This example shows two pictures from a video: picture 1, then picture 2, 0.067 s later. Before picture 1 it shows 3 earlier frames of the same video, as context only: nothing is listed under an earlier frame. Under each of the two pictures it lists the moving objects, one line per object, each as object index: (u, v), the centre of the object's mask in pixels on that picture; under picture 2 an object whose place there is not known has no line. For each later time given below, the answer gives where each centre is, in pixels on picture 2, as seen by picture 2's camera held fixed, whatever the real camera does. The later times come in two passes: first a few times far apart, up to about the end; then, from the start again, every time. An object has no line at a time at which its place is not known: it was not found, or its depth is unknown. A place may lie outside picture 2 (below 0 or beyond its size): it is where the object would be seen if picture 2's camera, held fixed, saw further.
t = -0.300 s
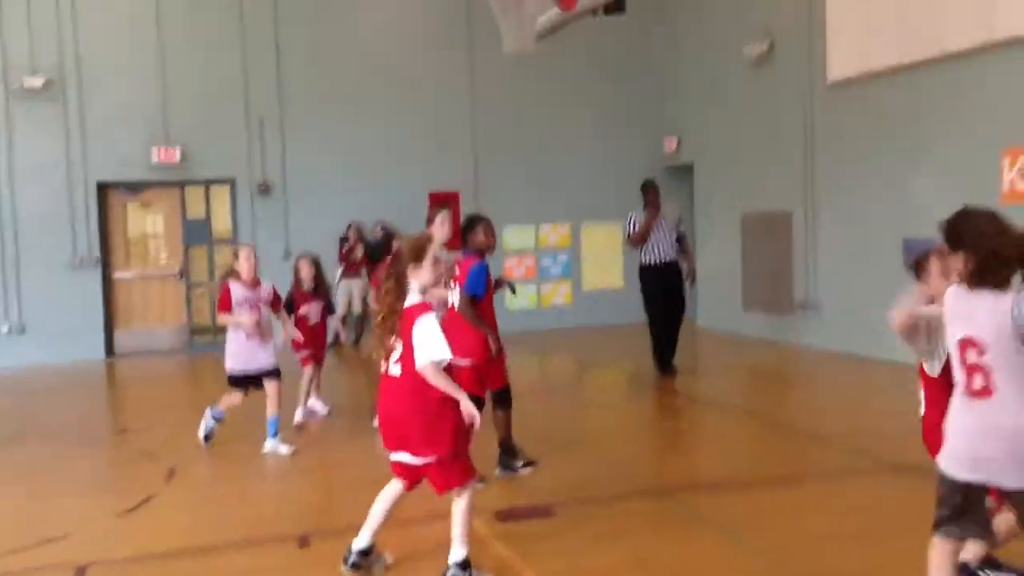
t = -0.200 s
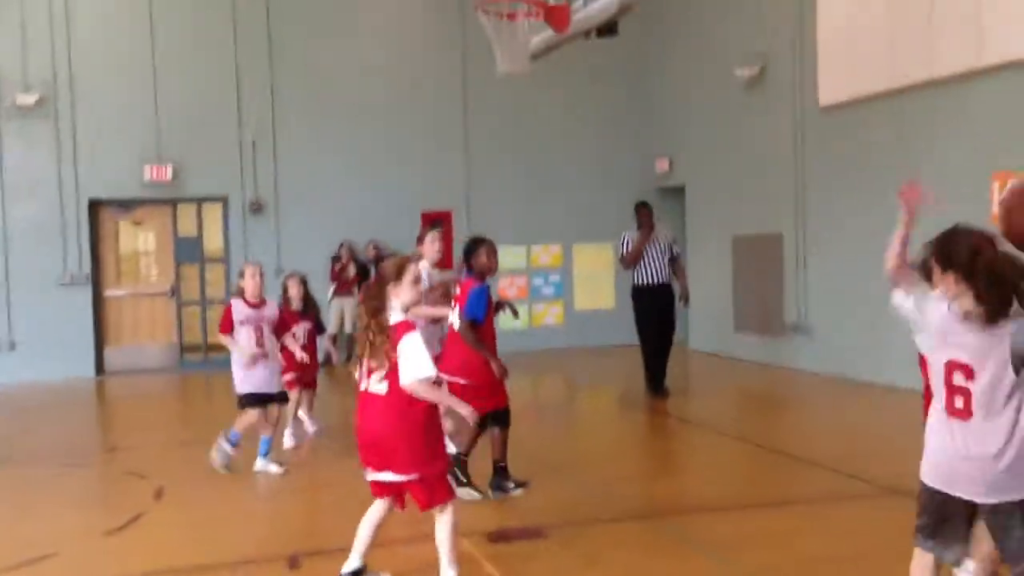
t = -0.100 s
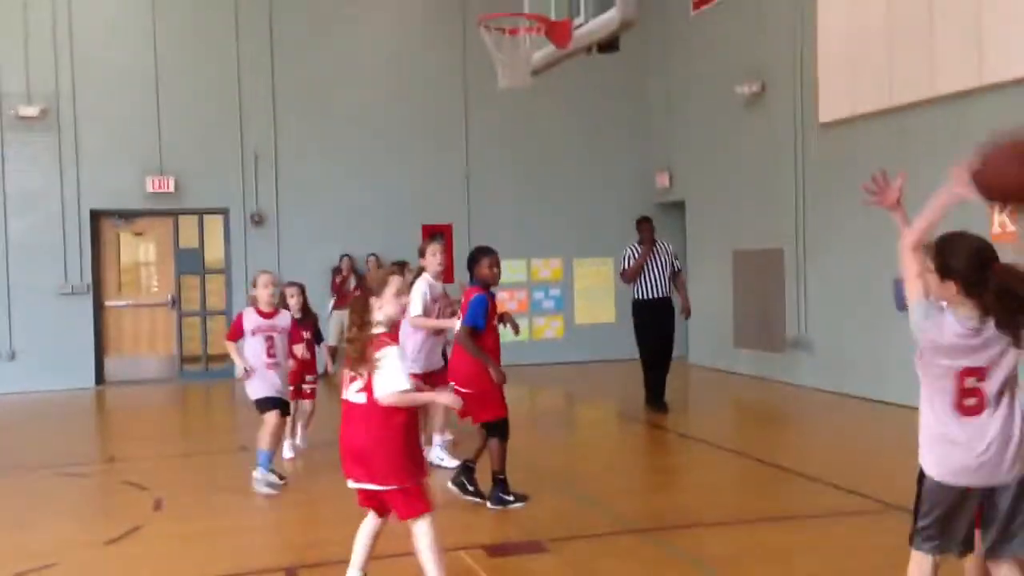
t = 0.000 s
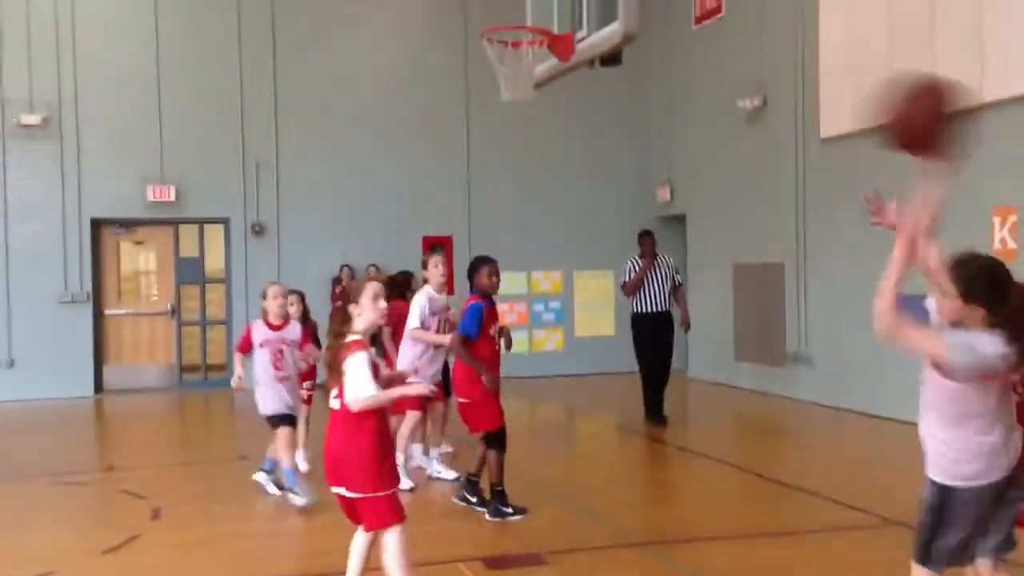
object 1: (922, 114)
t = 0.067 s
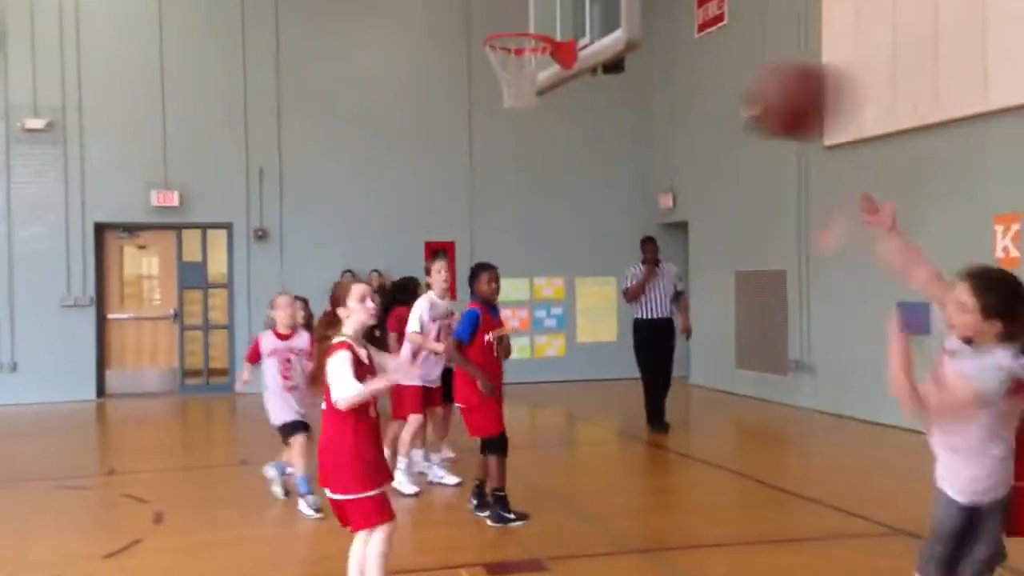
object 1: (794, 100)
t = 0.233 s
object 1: (472, 117)
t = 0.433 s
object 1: (63, 260)
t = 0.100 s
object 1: (734, 96)
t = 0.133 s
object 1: (669, 98)
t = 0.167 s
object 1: (604, 102)
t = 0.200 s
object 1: (539, 108)
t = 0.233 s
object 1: (472, 117)
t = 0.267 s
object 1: (407, 129)
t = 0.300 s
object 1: (345, 144)
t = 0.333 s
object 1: (280, 166)
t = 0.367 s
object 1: (215, 187)
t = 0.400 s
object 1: (139, 217)
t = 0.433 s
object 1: (63, 260)
